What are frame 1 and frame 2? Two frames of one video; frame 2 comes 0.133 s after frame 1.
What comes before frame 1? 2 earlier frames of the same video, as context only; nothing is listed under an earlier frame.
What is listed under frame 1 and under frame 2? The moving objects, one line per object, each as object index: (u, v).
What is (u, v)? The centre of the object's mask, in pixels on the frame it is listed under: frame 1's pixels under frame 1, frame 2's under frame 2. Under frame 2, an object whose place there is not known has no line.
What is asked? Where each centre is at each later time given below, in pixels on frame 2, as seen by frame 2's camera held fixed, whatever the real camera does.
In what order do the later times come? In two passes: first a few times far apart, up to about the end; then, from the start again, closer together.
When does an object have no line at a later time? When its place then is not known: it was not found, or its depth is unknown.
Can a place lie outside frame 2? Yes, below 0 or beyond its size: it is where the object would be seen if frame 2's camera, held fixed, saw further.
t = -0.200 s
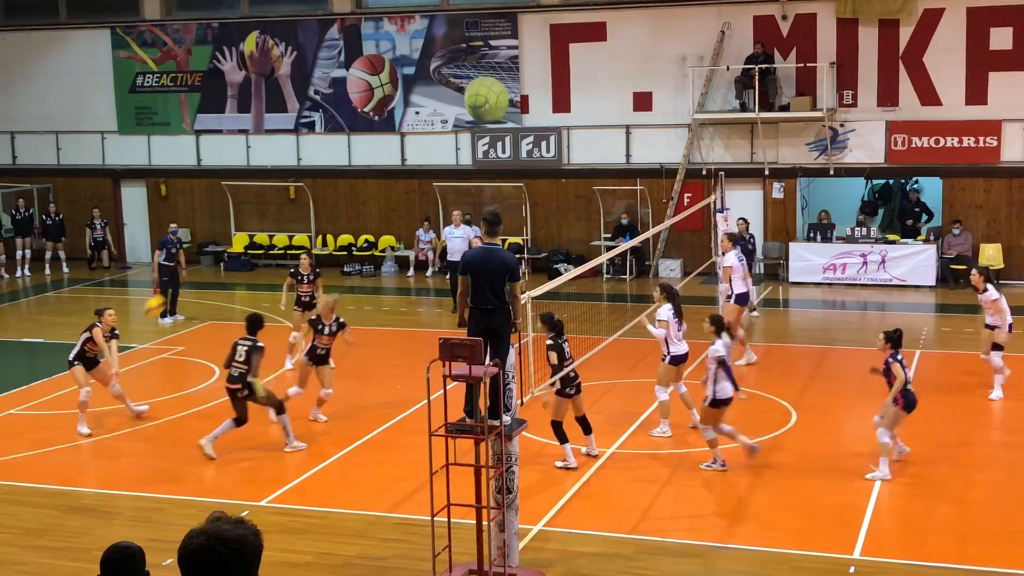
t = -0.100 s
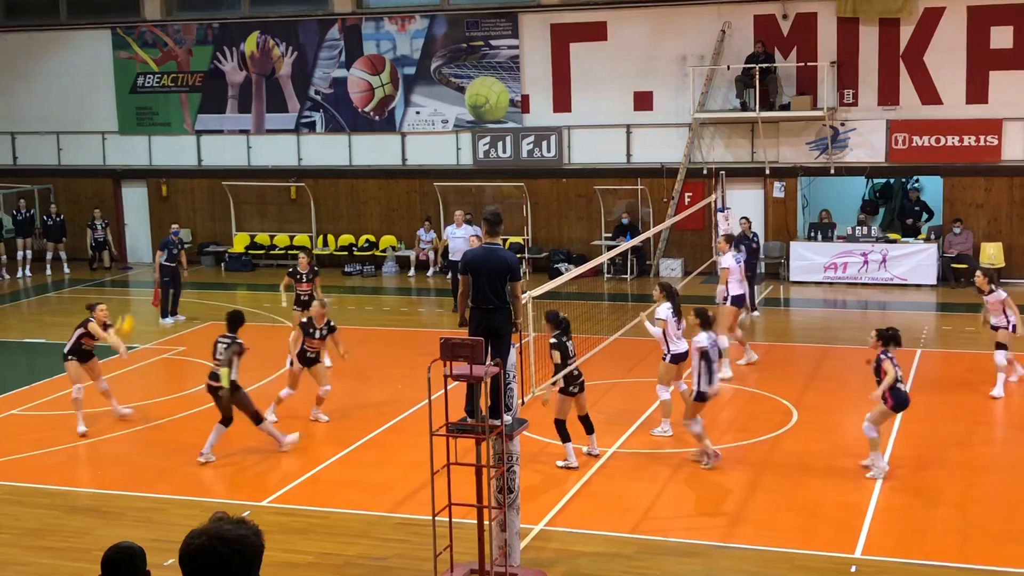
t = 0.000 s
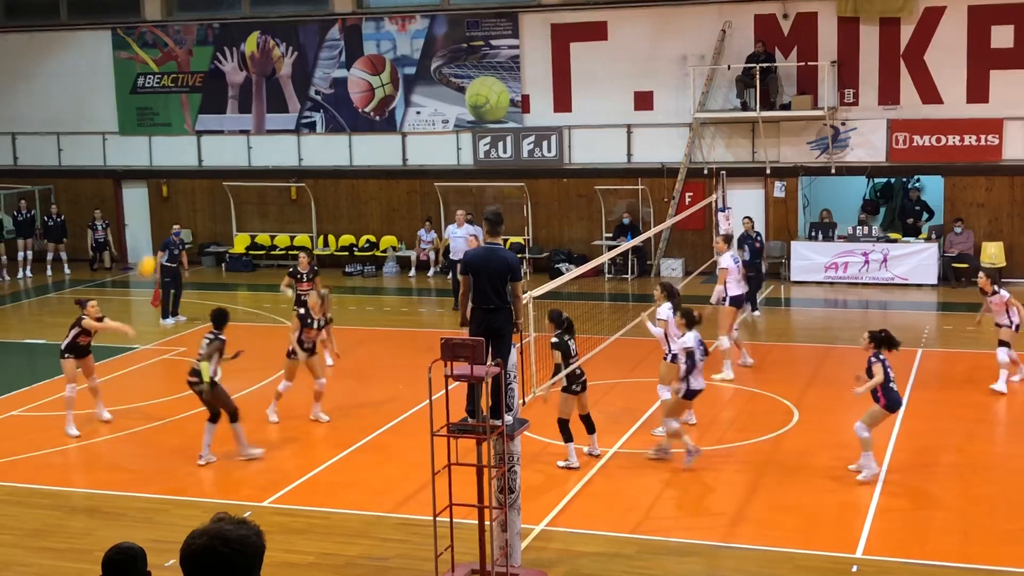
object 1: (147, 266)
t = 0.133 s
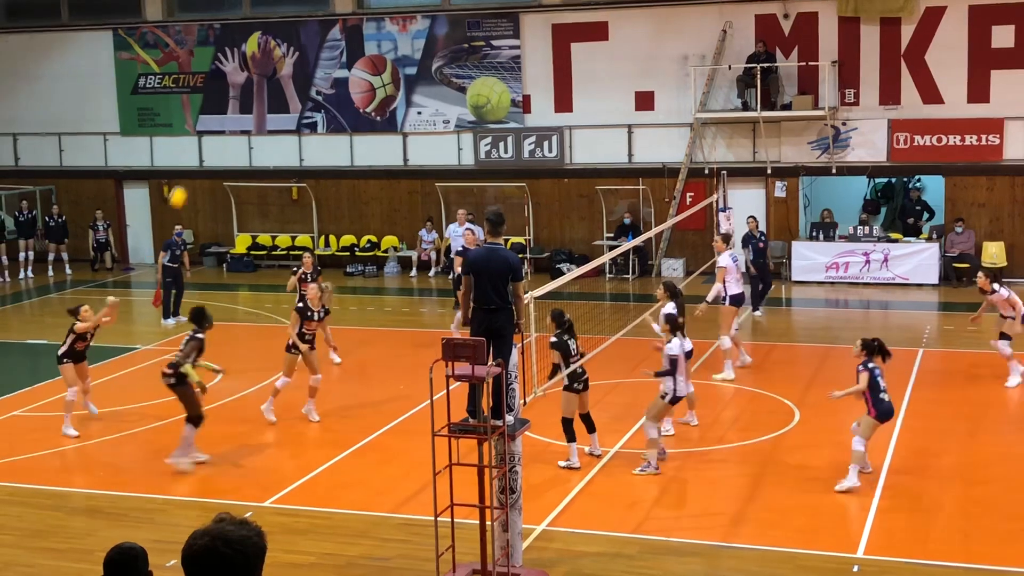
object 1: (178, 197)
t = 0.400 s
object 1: (238, 104)
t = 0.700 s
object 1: (308, 70)
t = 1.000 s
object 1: (382, 111)
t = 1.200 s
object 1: (430, 174)
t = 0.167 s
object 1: (185, 183)
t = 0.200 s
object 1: (193, 169)
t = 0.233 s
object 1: (201, 155)
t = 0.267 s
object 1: (207, 143)
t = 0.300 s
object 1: (215, 132)
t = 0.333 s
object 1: (222, 122)
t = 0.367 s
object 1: (230, 112)
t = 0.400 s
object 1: (238, 104)
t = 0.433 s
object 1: (245, 97)
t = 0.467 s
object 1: (253, 91)
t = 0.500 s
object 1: (261, 85)
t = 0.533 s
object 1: (269, 80)
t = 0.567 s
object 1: (277, 77)
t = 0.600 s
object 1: (285, 73)
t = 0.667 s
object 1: (301, 71)
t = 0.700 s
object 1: (308, 70)
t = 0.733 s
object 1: (317, 71)
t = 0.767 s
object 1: (325, 73)
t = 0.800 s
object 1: (333, 75)
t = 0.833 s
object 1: (340, 79)
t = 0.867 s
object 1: (348, 83)
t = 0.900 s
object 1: (356, 88)
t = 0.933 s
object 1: (365, 95)
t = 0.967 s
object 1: (374, 101)
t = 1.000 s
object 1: (382, 111)
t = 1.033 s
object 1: (389, 119)
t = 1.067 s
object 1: (398, 128)
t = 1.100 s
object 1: (405, 138)
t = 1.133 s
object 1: (413, 149)
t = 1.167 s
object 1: (422, 162)
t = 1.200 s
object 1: (430, 174)
